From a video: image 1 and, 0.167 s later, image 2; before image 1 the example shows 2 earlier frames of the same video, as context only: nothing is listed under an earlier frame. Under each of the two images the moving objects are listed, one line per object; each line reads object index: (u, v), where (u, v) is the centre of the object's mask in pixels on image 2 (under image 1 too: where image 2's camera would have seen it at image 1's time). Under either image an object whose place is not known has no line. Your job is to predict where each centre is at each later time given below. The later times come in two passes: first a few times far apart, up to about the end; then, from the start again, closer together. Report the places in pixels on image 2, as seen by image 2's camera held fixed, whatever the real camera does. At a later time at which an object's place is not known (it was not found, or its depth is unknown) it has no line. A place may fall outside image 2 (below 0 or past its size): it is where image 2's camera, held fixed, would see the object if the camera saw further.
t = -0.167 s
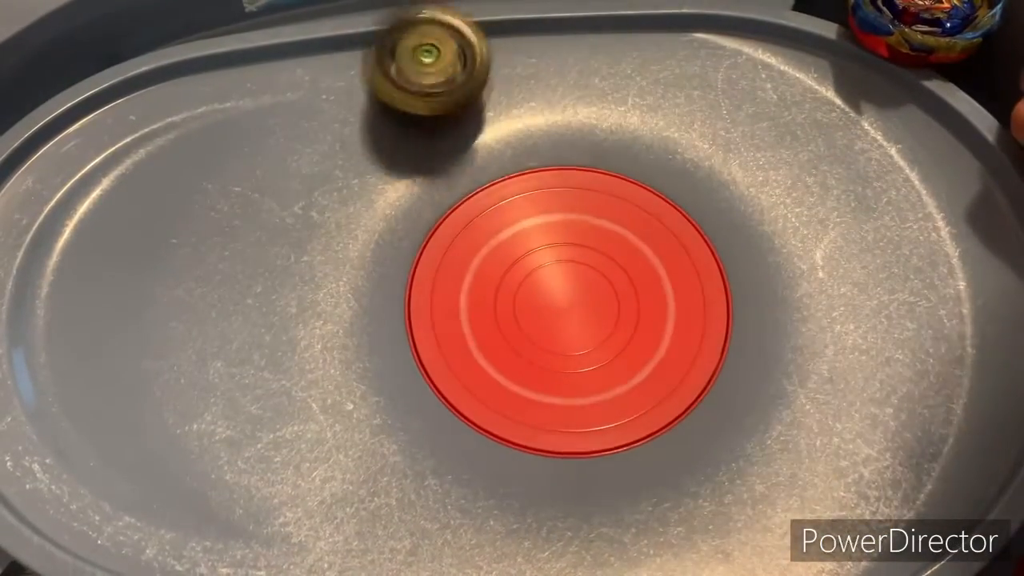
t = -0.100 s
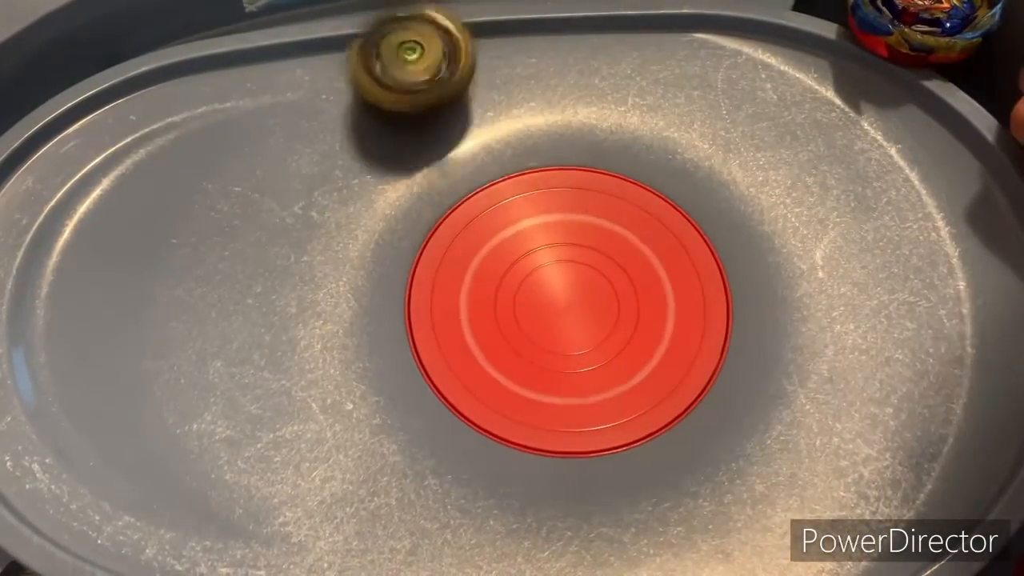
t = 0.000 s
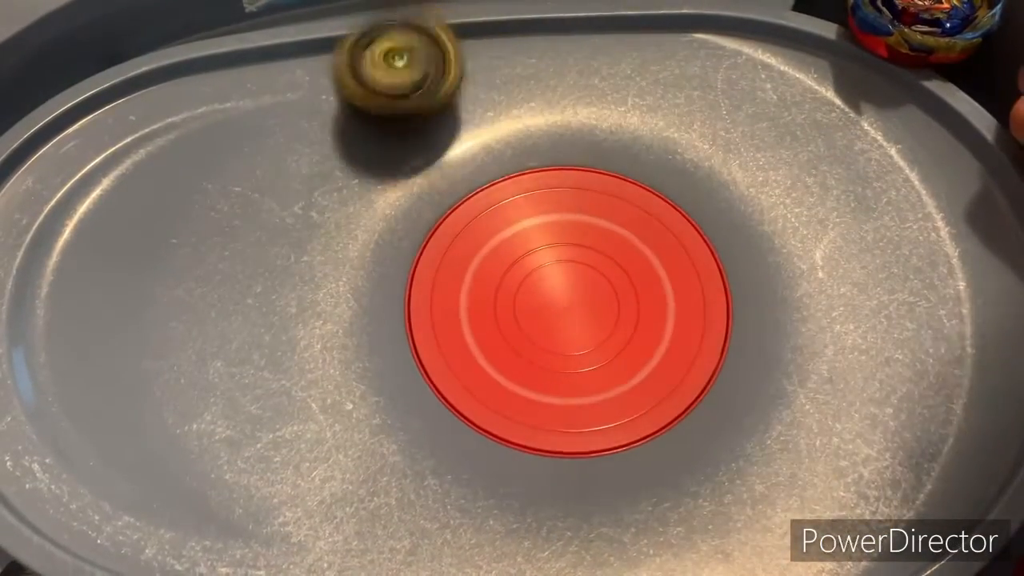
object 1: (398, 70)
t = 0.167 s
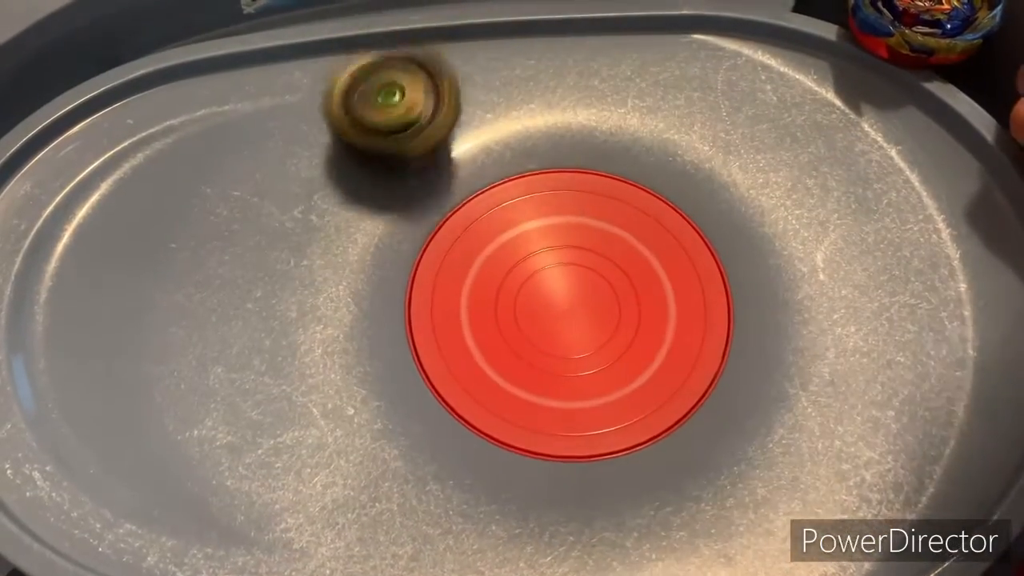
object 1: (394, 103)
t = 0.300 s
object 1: (396, 152)
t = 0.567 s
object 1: (453, 363)
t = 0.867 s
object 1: (683, 440)
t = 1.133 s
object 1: (726, 316)
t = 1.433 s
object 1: (525, 110)
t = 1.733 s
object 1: (432, 148)
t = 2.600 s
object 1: (718, 475)
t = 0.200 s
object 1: (394, 115)
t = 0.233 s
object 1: (395, 126)
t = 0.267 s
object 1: (397, 138)
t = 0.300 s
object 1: (396, 152)
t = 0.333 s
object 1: (396, 172)
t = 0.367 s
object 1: (397, 192)
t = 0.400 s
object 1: (394, 212)
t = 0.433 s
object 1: (395, 229)
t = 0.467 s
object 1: (393, 247)
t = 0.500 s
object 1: (400, 273)
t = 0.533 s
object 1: (414, 314)
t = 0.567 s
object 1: (453, 363)
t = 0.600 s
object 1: (499, 407)
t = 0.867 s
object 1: (683, 440)
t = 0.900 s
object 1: (697, 430)
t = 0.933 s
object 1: (708, 420)
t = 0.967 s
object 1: (717, 406)
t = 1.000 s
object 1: (723, 394)
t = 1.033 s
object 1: (728, 374)
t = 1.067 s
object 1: (731, 357)
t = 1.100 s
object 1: (730, 342)
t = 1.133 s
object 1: (726, 316)
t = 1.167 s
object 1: (717, 276)
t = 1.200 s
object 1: (698, 219)
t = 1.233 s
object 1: (672, 163)
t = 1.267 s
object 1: (633, 138)
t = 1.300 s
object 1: (599, 123)
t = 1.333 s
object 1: (577, 118)
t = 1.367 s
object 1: (562, 113)
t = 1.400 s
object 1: (544, 114)
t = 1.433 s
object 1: (525, 110)
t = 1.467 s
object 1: (508, 109)
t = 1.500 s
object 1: (493, 107)
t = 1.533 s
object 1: (480, 110)
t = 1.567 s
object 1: (469, 110)
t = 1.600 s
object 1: (459, 115)
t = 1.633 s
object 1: (450, 120)
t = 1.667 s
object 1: (443, 128)
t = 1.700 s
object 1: (438, 136)
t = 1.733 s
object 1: (432, 148)
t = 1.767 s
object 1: (427, 162)
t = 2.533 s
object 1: (699, 487)
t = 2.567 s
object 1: (709, 482)
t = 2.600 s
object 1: (718, 475)
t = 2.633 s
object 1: (724, 466)
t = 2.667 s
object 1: (732, 455)
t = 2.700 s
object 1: (736, 444)
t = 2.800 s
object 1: (750, 408)
